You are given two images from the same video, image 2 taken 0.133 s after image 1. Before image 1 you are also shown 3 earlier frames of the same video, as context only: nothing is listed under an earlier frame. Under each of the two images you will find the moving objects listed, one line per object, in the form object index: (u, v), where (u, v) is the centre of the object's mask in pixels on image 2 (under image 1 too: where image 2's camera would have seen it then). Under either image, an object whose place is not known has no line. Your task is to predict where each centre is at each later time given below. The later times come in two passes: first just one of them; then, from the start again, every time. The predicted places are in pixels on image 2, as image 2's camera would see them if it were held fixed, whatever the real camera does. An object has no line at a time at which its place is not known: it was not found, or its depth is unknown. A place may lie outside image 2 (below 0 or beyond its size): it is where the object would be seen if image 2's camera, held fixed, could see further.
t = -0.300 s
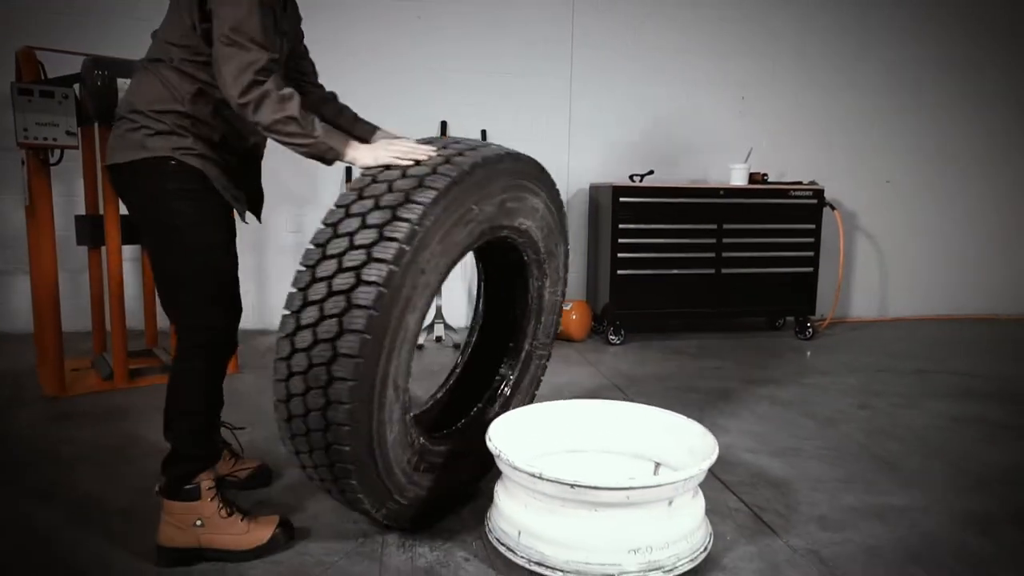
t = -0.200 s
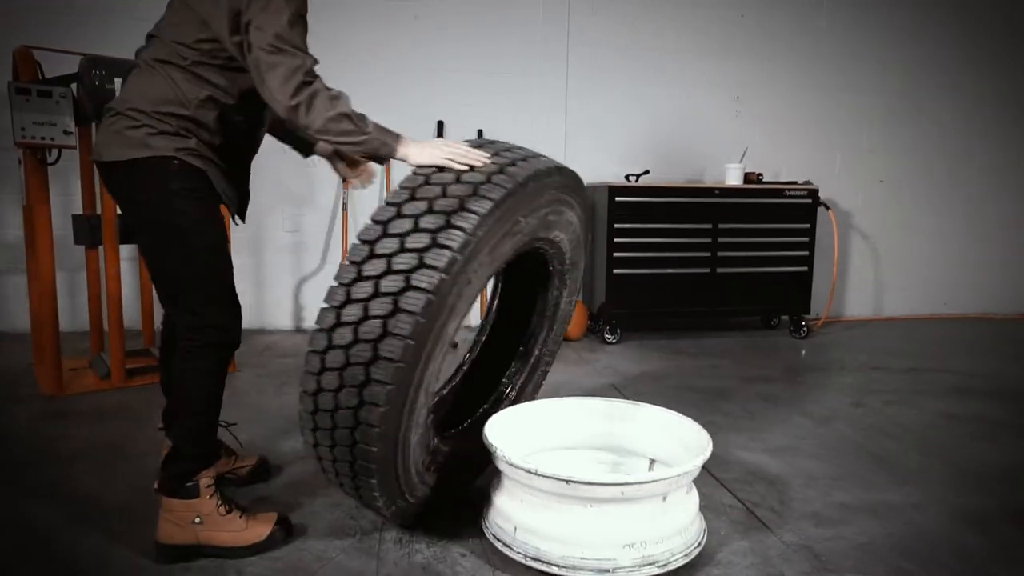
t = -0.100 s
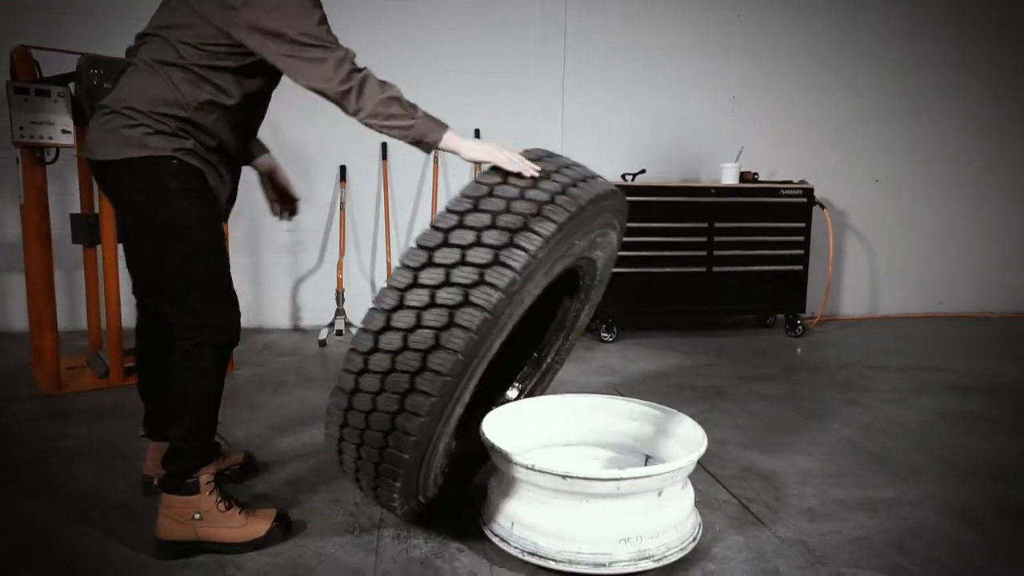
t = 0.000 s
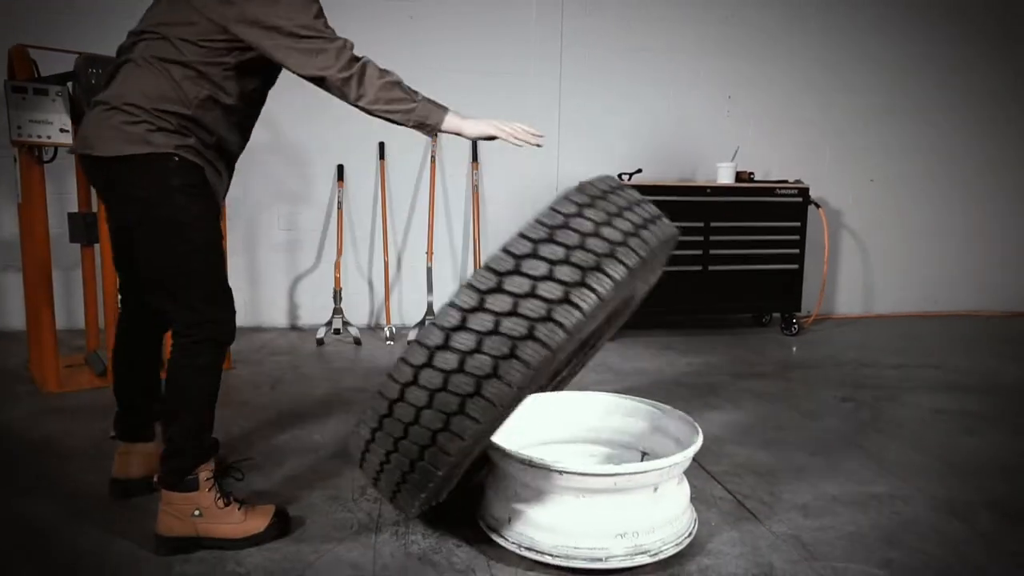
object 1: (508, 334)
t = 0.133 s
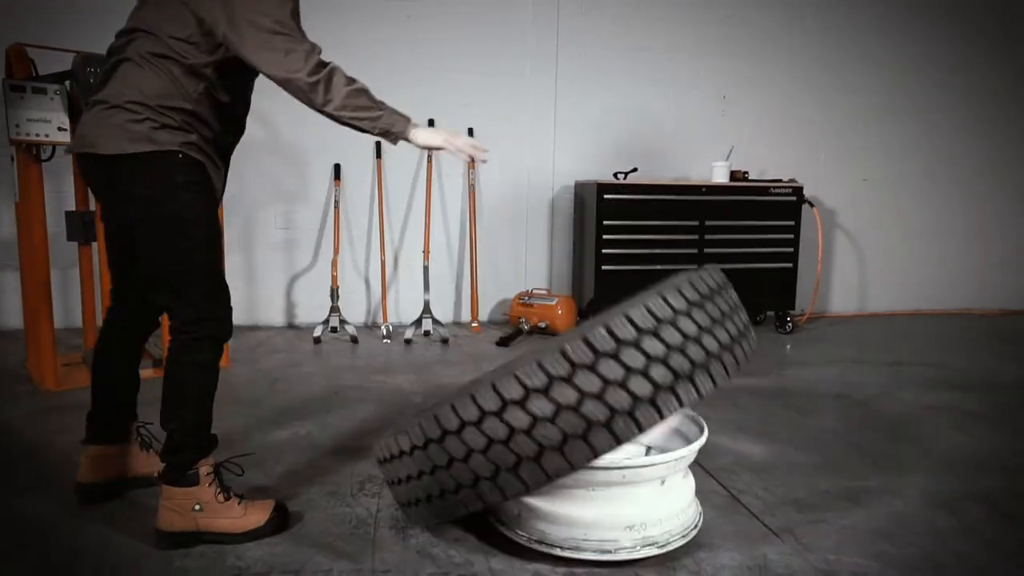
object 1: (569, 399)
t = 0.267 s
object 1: (594, 417)
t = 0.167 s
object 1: (576, 417)
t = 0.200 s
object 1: (584, 429)
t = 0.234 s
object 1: (590, 427)
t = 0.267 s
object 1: (594, 417)
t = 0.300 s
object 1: (596, 406)
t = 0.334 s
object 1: (597, 399)
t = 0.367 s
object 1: (598, 396)
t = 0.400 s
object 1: (598, 397)
